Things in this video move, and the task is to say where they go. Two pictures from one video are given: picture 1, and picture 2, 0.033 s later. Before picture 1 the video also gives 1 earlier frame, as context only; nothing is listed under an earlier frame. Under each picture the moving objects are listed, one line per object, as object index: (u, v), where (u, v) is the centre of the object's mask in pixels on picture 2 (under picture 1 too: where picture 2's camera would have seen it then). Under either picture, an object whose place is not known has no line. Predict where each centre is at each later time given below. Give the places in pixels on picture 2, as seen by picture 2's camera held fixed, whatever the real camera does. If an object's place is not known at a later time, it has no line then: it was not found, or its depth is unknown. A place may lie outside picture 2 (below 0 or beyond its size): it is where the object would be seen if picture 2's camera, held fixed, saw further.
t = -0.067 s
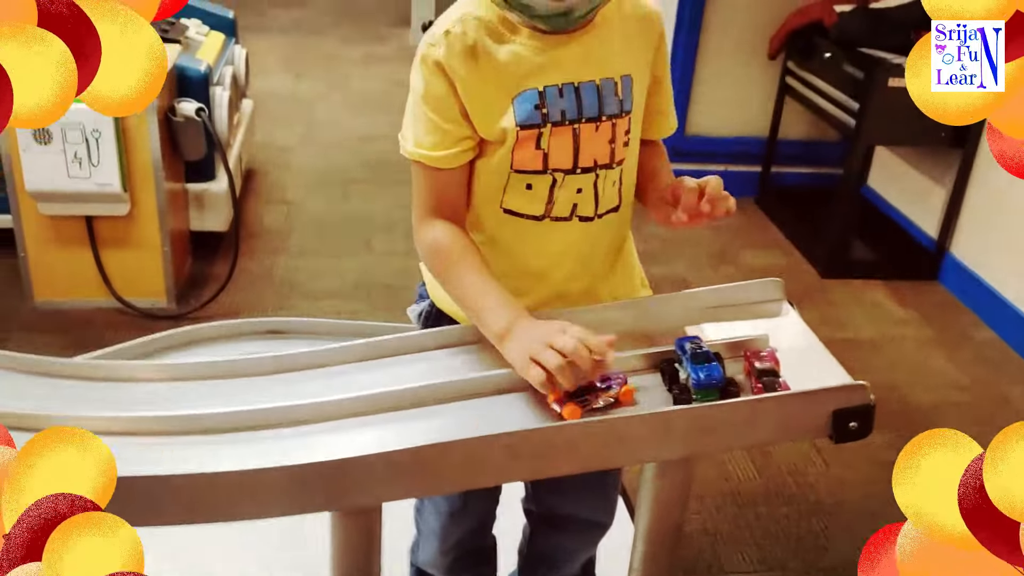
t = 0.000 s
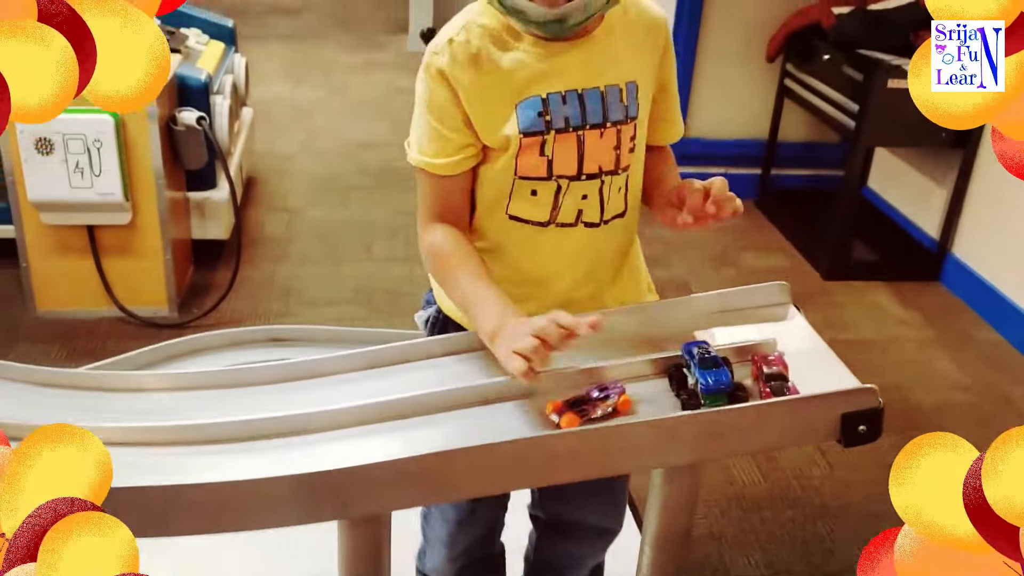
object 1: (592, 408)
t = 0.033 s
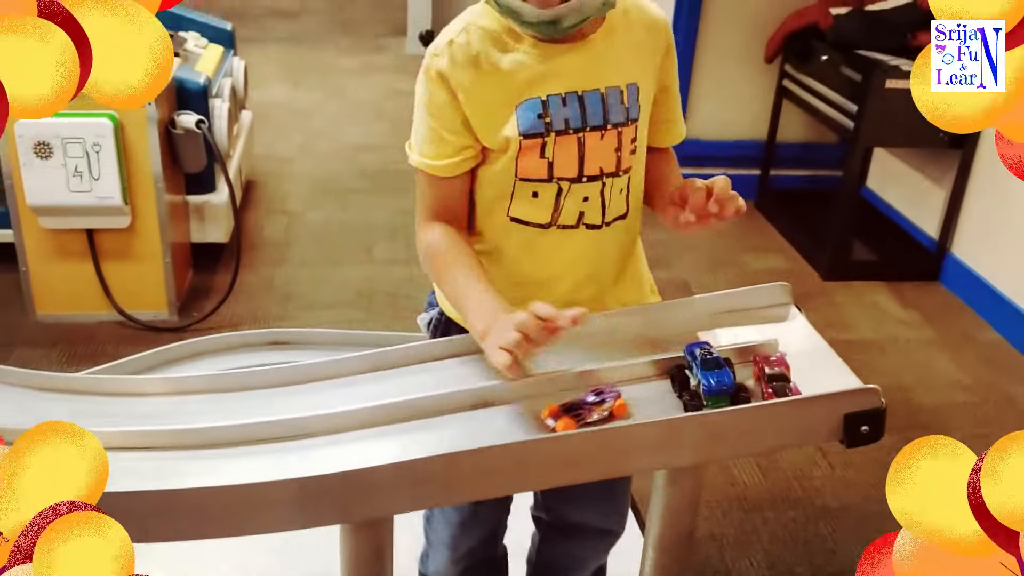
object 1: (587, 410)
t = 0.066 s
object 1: (580, 413)
